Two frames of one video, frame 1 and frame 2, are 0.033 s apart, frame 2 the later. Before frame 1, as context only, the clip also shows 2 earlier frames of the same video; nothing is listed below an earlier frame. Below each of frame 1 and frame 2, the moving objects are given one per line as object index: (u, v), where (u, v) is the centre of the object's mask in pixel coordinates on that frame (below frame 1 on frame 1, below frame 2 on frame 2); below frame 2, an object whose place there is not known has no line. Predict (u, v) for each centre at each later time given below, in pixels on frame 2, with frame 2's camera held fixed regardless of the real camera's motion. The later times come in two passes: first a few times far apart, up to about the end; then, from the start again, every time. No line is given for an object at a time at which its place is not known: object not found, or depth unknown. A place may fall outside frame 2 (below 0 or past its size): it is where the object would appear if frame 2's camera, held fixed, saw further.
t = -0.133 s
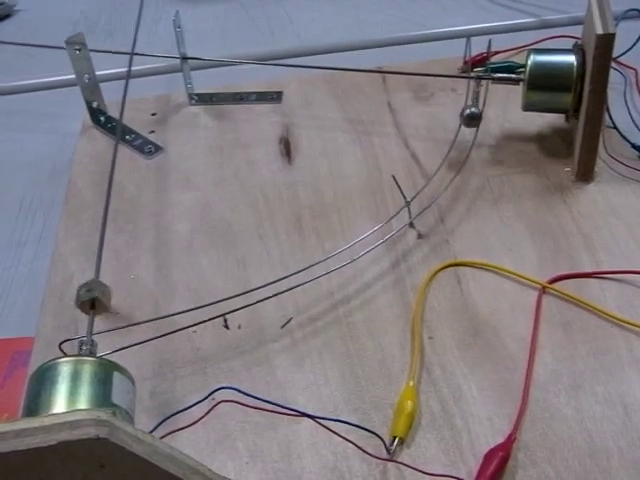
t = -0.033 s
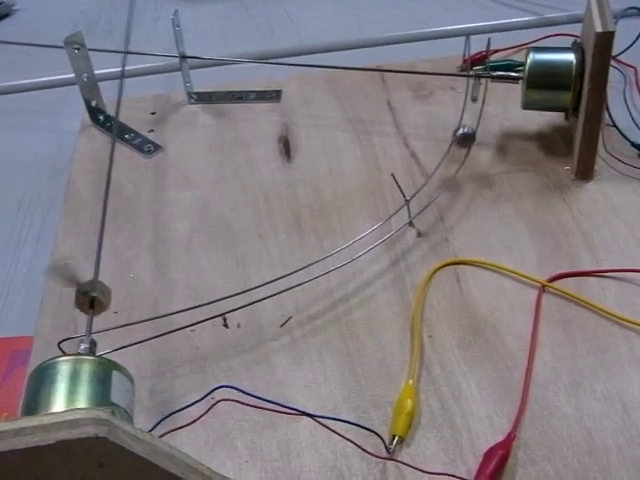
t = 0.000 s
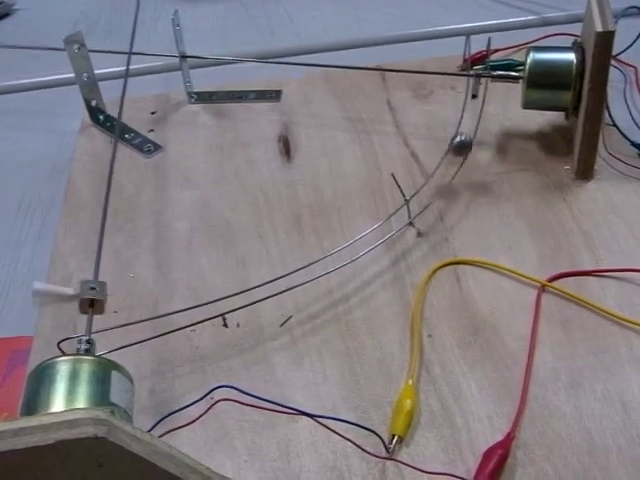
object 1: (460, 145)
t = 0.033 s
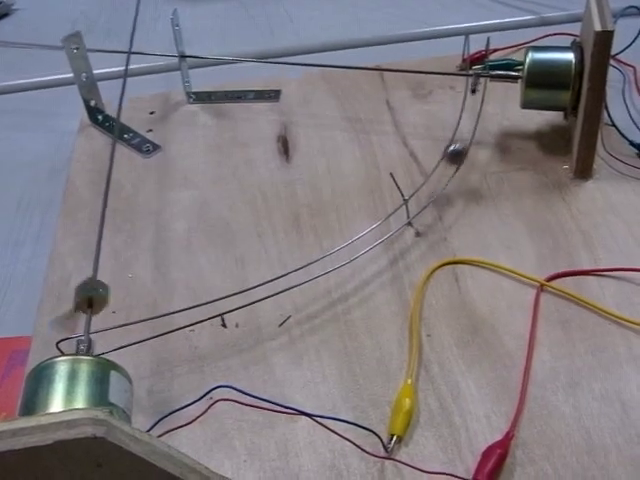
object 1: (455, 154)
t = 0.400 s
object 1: (353, 243)
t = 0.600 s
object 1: (270, 277)
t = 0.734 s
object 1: (221, 295)
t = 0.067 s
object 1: (450, 161)
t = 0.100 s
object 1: (444, 170)
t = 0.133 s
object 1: (437, 179)
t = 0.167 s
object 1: (428, 187)
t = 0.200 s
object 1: (419, 195)
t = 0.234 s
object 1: (410, 203)
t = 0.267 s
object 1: (400, 211)
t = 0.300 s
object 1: (389, 219)
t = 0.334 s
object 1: (377, 228)
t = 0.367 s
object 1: (365, 236)
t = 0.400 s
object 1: (353, 243)
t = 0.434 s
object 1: (339, 251)
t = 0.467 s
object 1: (324, 256)
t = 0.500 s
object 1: (310, 261)
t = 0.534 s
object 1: (297, 267)
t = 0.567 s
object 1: (284, 272)
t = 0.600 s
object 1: (270, 277)
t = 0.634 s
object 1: (257, 282)
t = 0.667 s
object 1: (245, 286)
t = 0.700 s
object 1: (233, 291)
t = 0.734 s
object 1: (221, 295)
